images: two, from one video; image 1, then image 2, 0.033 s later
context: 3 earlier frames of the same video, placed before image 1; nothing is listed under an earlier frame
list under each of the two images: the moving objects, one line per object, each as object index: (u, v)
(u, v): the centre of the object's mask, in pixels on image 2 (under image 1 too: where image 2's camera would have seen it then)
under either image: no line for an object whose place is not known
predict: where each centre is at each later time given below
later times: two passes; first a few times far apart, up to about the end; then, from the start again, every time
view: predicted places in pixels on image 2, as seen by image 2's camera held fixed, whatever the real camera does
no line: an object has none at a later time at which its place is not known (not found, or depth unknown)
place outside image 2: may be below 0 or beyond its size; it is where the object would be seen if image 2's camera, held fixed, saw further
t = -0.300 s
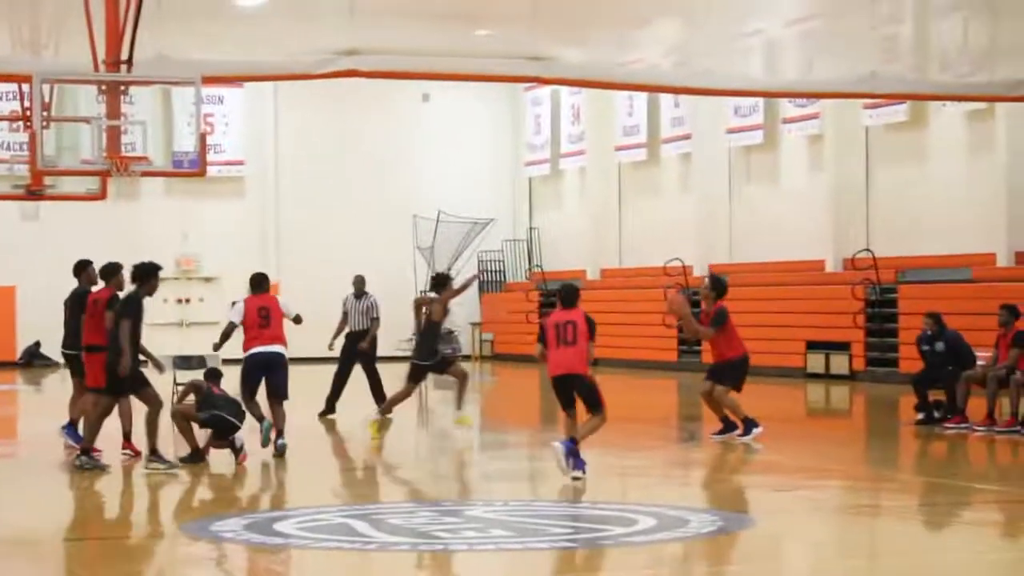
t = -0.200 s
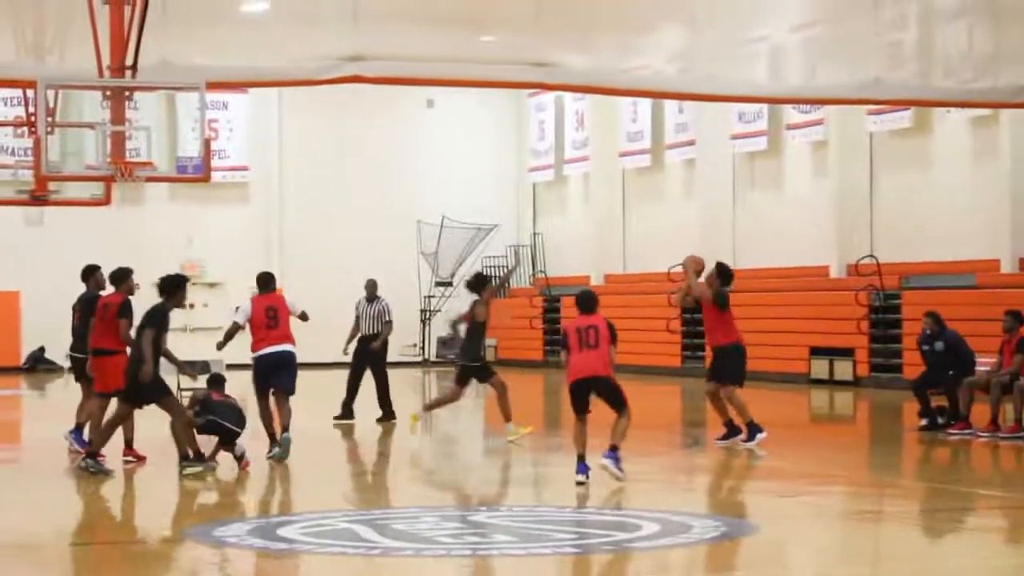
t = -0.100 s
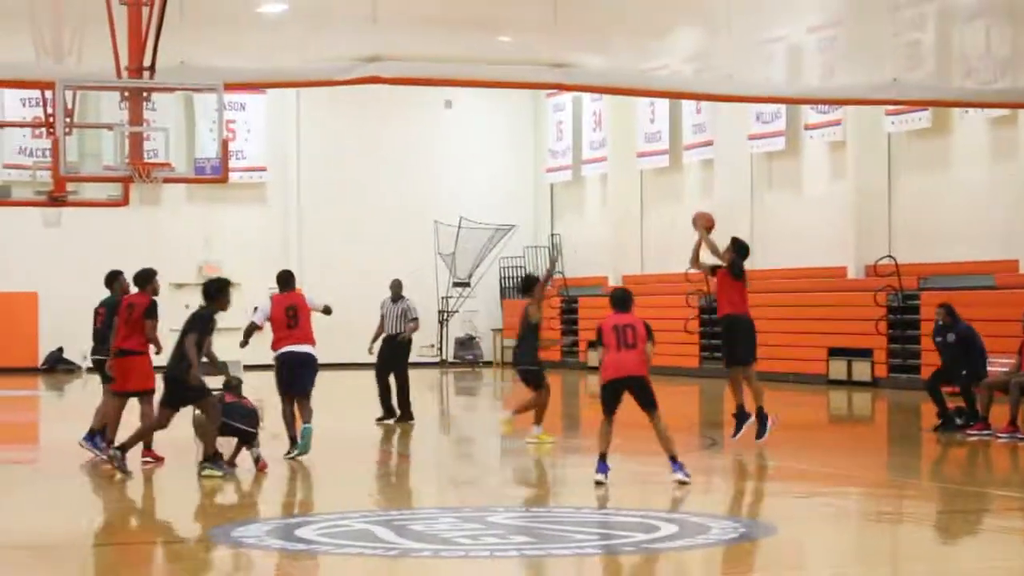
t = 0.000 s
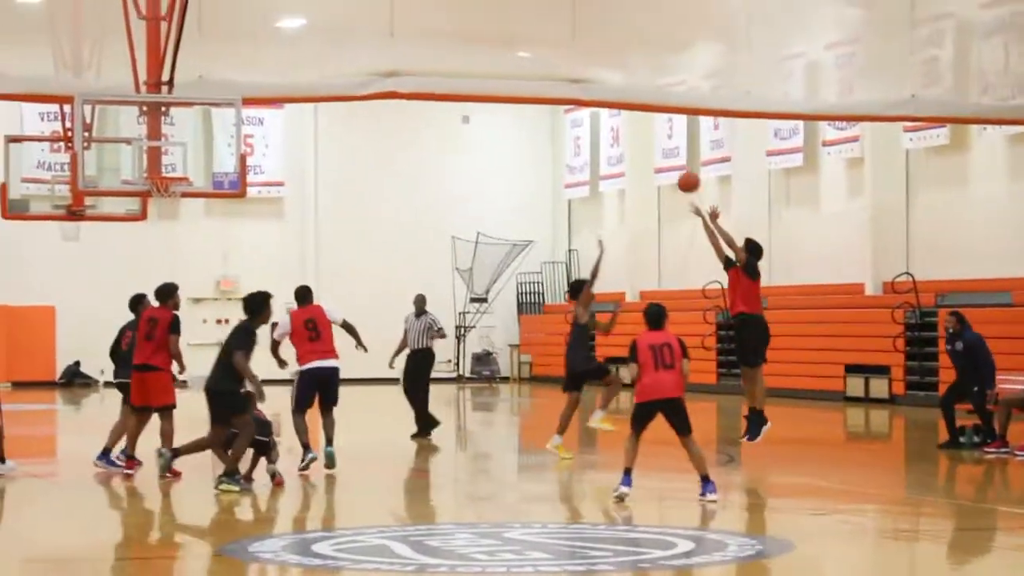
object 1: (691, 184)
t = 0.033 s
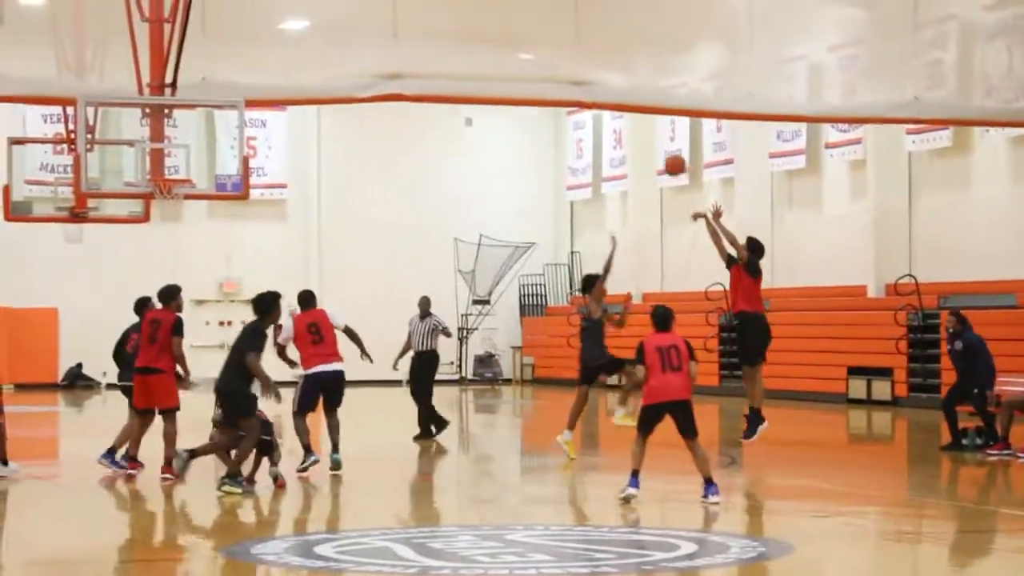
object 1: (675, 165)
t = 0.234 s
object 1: (581, 76)
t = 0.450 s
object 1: (484, 22)
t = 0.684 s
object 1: (381, 10)
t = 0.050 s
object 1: (667, 156)
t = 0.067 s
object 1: (658, 148)
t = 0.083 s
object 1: (651, 140)
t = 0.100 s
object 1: (643, 132)
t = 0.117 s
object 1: (635, 124)
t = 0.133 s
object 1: (627, 117)
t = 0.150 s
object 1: (620, 110)
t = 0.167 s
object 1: (612, 102)
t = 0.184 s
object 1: (604, 95)
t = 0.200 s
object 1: (597, 89)
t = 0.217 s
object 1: (589, 82)
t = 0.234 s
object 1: (581, 76)
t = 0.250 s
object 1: (574, 71)
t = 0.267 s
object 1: (566, 65)
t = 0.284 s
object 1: (559, 60)
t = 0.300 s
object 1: (551, 55)
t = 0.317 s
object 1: (544, 50)
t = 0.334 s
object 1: (536, 46)
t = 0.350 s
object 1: (529, 42)
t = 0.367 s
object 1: (522, 38)
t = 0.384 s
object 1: (514, 34)
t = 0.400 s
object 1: (507, 31)
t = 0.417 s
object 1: (500, 28)
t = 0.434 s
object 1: (492, 24)
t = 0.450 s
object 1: (484, 22)
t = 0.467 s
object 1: (477, 19)
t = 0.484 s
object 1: (470, 17)
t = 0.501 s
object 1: (463, 15)
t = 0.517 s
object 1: (455, 14)
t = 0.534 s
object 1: (447, 12)
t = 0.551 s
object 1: (440, 11)
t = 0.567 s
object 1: (433, 10)
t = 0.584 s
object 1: (425, 10)
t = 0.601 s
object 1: (418, 9)
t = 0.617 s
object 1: (410, 9)
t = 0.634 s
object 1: (403, 9)
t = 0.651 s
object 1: (395, 9)
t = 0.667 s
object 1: (388, 10)
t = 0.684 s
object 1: (381, 10)
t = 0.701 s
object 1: (373, 12)
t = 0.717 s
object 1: (367, 13)
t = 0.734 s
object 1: (359, 15)
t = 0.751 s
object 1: (352, 17)
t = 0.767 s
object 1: (345, 19)
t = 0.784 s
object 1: (337, 21)
